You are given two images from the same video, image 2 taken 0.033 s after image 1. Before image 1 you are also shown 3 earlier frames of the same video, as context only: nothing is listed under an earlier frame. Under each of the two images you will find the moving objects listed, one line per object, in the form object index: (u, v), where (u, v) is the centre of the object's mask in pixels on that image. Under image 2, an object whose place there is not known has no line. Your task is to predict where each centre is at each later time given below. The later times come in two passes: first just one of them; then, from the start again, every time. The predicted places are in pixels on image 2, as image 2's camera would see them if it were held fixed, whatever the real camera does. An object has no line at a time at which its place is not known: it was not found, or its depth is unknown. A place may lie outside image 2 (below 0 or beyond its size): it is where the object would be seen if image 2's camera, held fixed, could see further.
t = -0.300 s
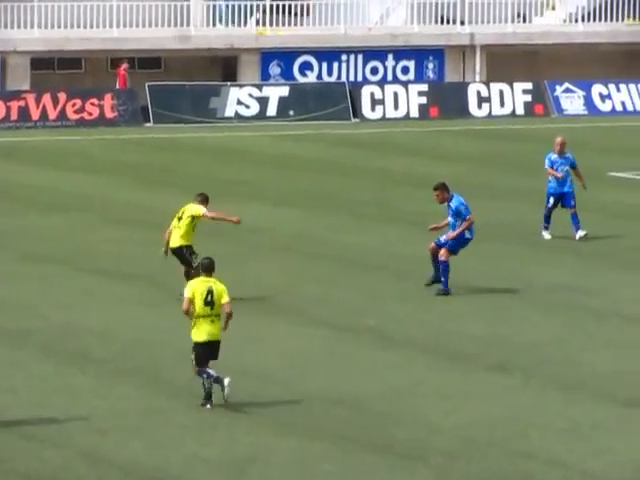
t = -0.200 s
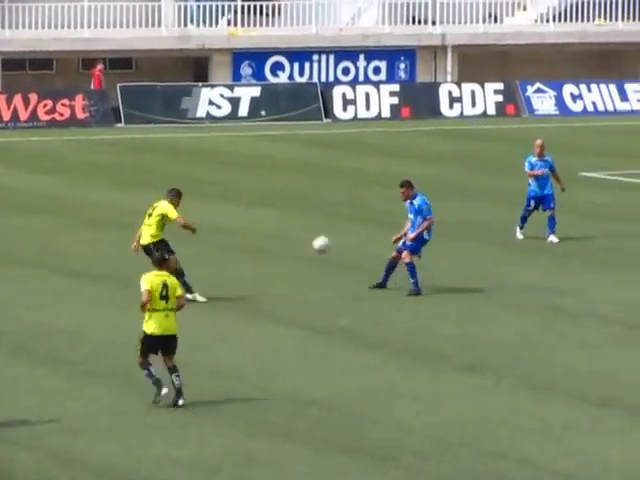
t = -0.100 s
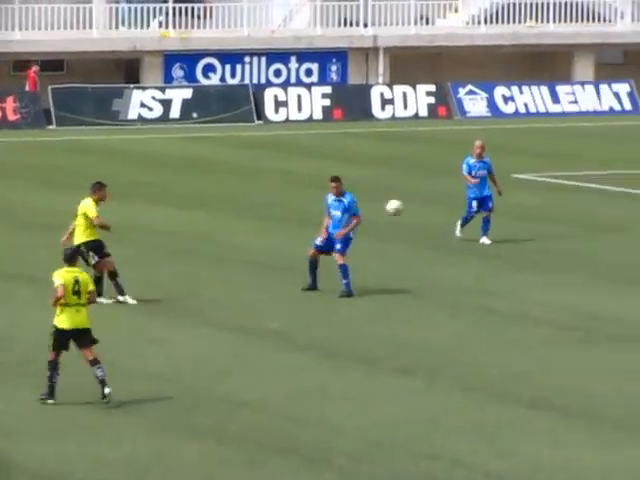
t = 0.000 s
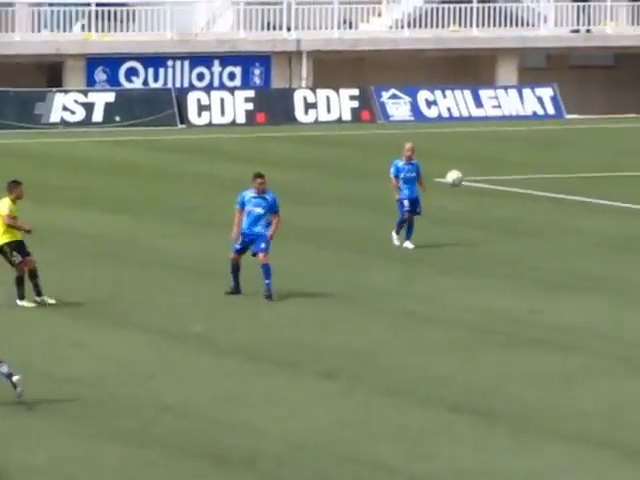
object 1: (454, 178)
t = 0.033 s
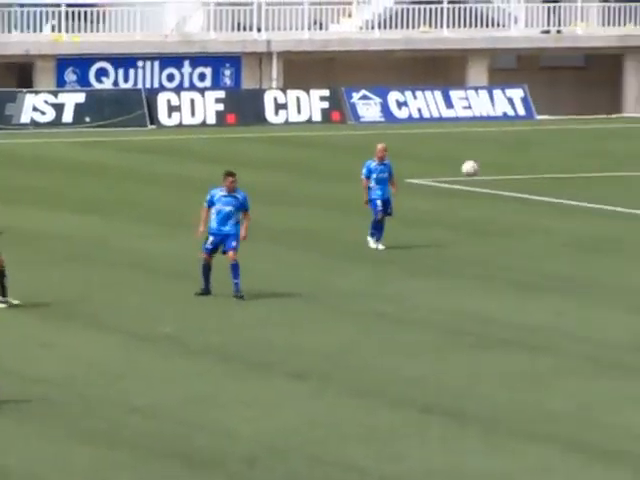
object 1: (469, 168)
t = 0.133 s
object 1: (603, 142)
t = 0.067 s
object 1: (514, 159)
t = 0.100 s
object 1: (559, 150)
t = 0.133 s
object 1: (603, 142)
